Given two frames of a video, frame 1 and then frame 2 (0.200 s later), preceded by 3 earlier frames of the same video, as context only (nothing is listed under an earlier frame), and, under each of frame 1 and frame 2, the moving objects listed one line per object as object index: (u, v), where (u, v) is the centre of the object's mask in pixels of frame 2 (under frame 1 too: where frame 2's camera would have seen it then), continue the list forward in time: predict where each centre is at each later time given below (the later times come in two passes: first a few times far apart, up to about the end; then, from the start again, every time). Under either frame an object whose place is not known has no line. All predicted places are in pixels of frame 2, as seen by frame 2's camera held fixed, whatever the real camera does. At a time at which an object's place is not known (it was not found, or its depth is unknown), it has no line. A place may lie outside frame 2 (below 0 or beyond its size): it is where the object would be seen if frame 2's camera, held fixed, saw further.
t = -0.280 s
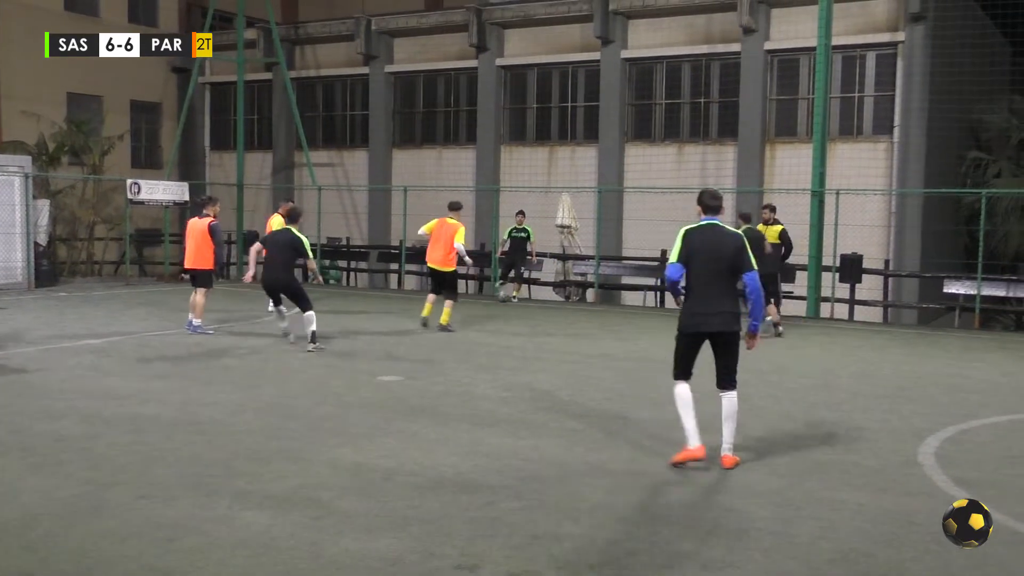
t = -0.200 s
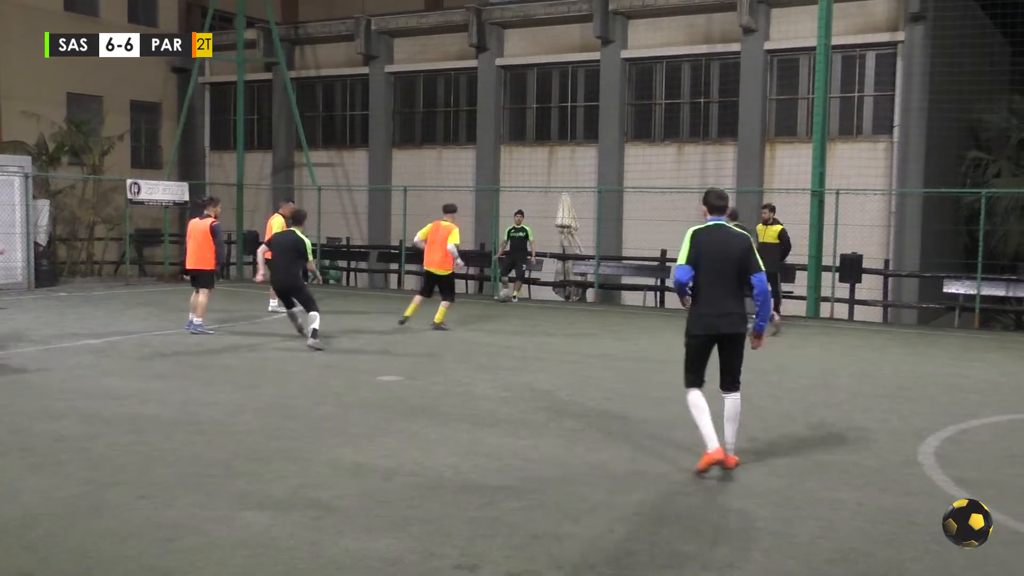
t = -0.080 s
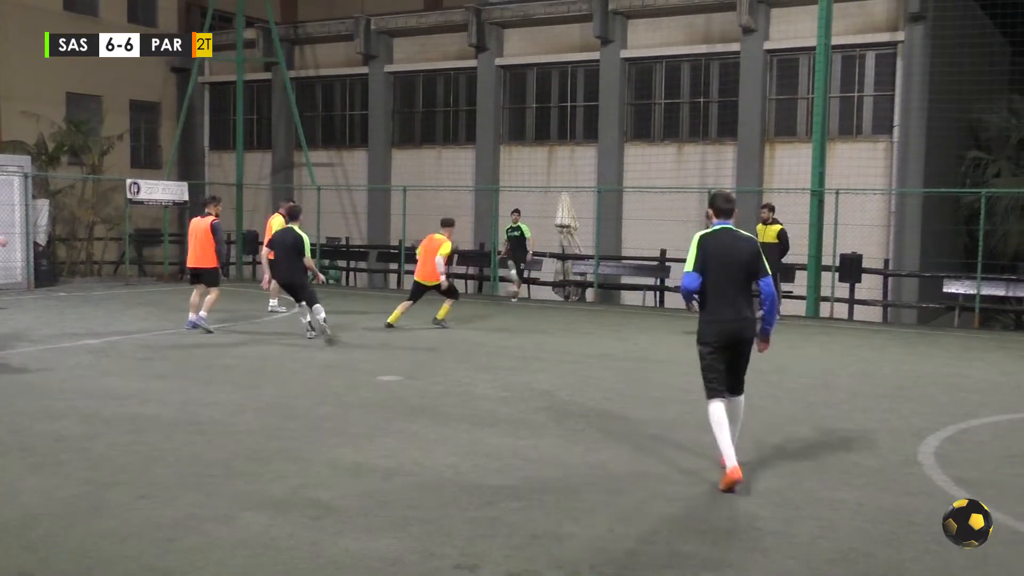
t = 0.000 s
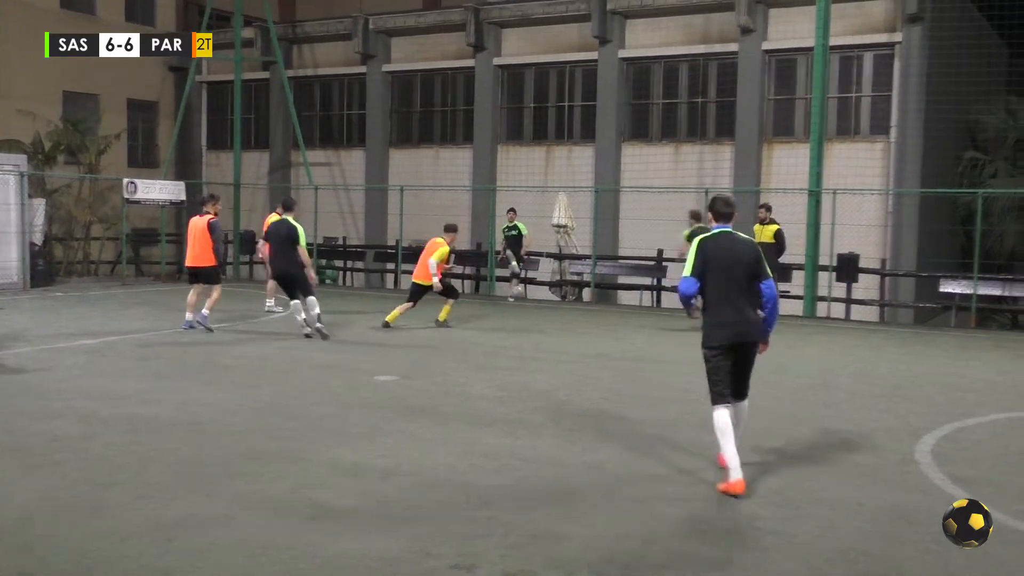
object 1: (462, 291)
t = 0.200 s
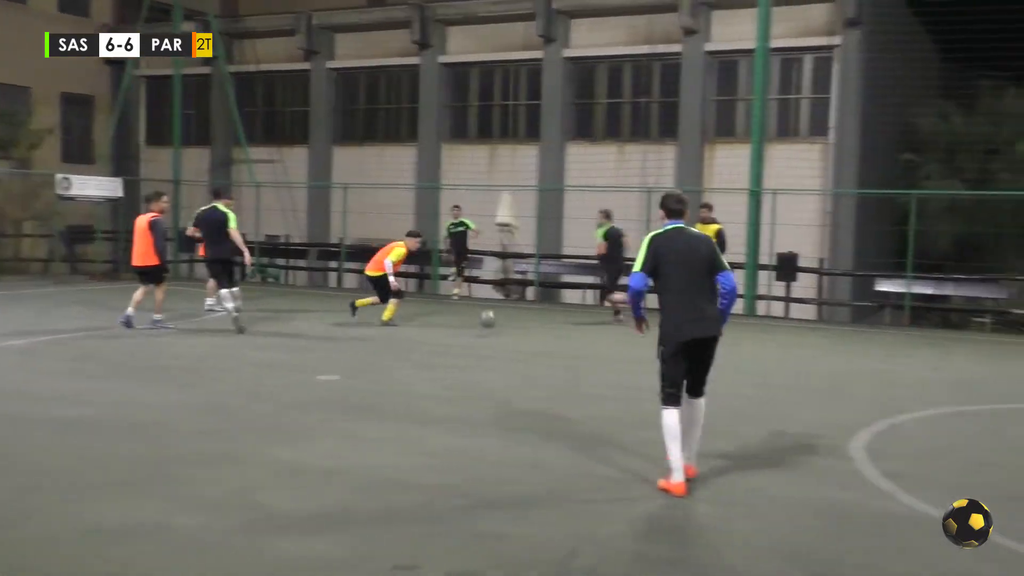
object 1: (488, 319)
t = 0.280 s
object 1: (501, 334)
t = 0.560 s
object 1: (557, 369)
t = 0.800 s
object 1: (617, 409)
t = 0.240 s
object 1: (495, 331)
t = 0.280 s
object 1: (501, 334)
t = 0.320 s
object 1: (508, 335)
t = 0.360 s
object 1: (515, 337)
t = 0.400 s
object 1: (523, 341)
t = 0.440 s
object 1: (531, 347)
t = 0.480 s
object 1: (540, 356)
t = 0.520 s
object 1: (548, 365)
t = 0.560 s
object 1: (557, 369)
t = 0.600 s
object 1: (566, 373)
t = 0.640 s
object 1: (575, 380)
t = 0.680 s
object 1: (585, 388)
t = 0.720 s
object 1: (595, 393)
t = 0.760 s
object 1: (605, 401)
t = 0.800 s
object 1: (617, 409)
